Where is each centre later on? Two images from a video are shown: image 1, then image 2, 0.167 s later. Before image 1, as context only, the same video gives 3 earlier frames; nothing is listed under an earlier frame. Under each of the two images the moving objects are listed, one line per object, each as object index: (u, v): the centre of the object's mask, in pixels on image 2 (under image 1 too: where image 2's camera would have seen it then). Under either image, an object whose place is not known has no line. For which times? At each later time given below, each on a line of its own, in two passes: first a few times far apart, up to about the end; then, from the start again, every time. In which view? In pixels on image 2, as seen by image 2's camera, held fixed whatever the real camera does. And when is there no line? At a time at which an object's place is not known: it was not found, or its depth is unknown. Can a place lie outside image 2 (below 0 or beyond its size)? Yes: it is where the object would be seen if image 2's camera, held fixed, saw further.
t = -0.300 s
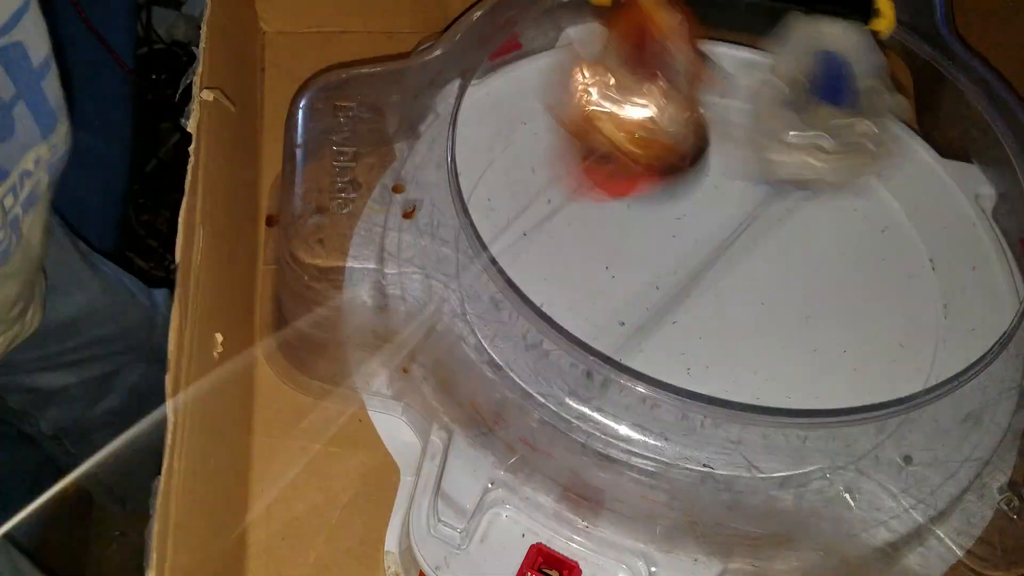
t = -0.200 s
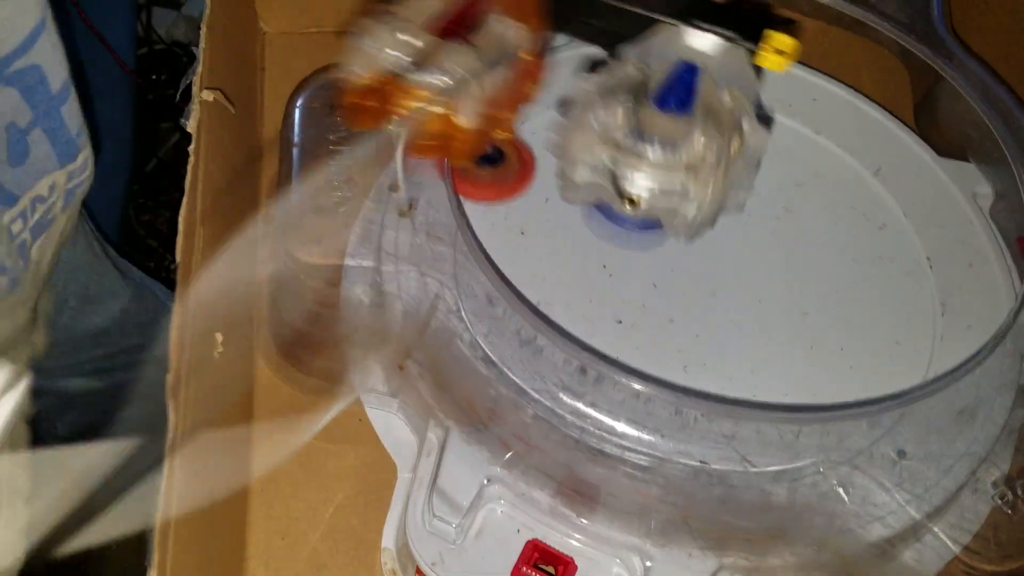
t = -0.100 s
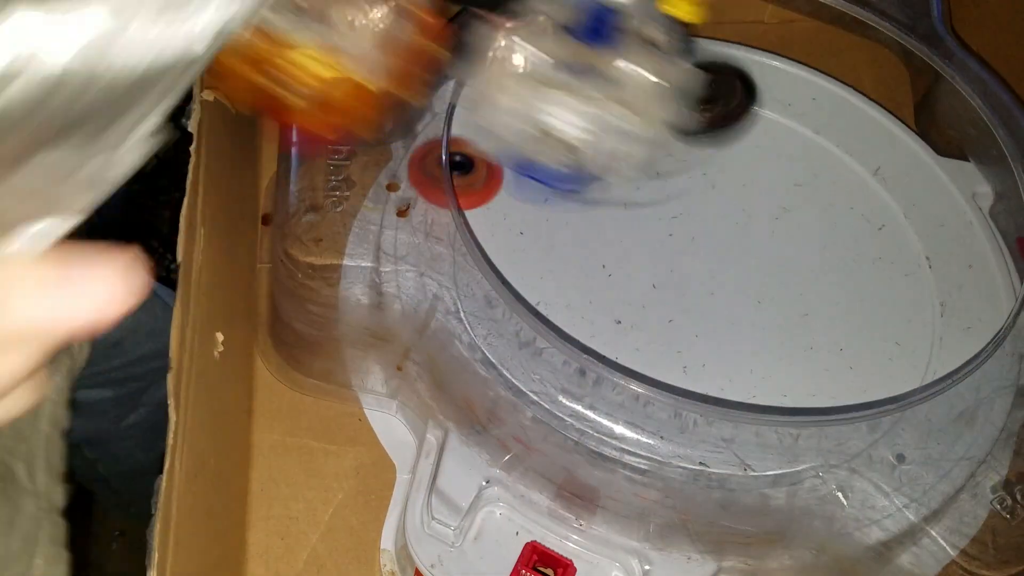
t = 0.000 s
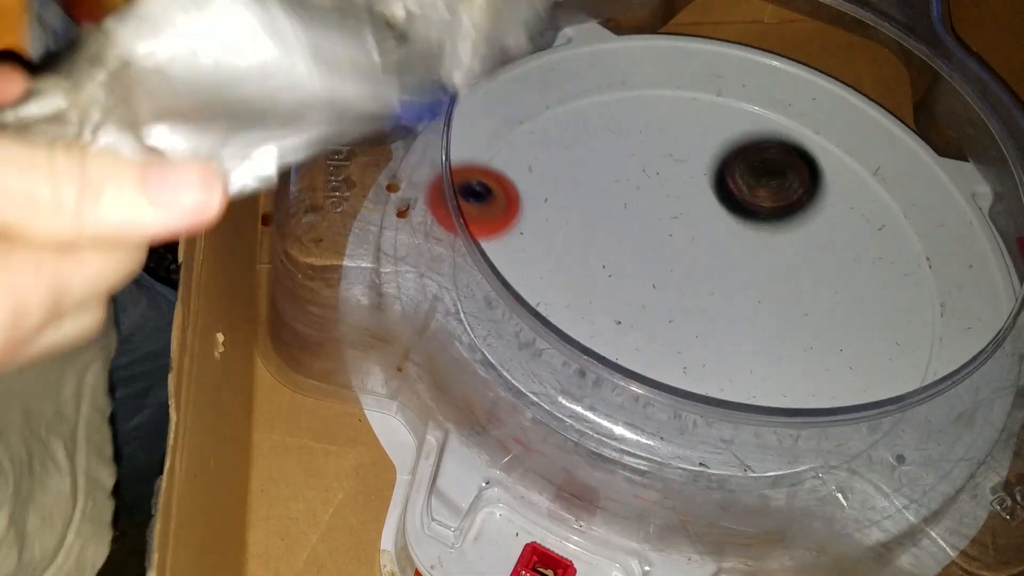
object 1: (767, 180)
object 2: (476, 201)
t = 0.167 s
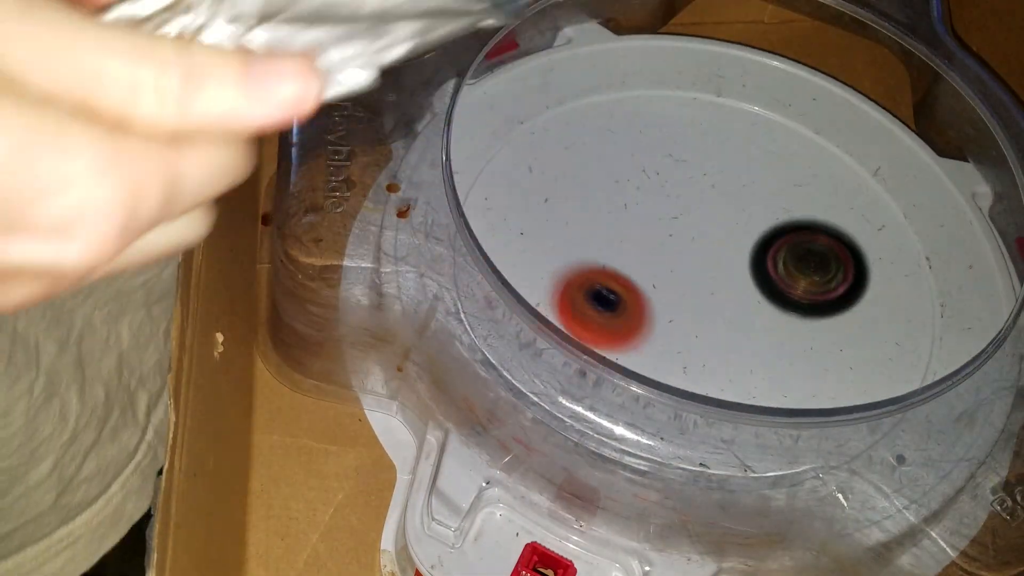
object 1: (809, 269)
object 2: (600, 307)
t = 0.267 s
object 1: (786, 278)
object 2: (685, 341)
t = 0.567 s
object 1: (808, 225)
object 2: (715, 291)
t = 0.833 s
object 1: (798, 236)
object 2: (615, 177)
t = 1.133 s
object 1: (747, 236)
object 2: (592, 297)
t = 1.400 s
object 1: (751, 196)
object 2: (713, 313)
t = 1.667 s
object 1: (747, 166)
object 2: (723, 280)
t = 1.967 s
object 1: (744, 164)
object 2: (721, 269)
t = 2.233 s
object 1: (718, 192)
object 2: (693, 294)
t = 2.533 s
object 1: (685, 205)
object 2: (739, 289)
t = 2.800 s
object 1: (653, 216)
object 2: (757, 285)
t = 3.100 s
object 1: (638, 241)
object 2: (738, 282)
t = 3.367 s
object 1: (631, 262)
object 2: (735, 296)
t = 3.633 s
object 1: (637, 281)
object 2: (749, 273)
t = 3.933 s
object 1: (644, 290)
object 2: (737, 260)
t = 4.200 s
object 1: (665, 292)
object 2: (743, 252)
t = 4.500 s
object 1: (666, 292)
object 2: (731, 236)
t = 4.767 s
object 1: (660, 292)
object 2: (741, 237)
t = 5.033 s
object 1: (649, 281)
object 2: (738, 244)
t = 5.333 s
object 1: (658, 263)
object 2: (752, 245)
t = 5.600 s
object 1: (658, 254)
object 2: (752, 247)
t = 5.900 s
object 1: (650, 252)
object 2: (746, 245)
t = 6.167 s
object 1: (648, 250)
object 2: (746, 258)
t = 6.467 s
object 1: (645, 247)
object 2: (754, 270)
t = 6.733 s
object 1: (651, 245)
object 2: (749, 273)
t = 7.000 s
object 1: (652, 240)
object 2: (749, 277)
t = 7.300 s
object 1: (648, 227)
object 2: (751, 282)
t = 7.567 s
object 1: (652, 214)
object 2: (741, 287)
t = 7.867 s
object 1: (668, 204)
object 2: (732, 287)
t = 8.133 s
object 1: (691, 209)
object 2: (710, 299)
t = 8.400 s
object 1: (717, 217)
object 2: (698, 307)
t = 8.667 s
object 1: (738, 224)
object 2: (689, 309)
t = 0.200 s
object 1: (804, 275)
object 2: (630, 325)
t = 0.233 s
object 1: (796, 277)
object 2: (659, 337)
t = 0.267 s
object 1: (786, 278)
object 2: (685, 341)
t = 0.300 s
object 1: (779, 272)
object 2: (707, 341)
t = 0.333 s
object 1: (786, 255)
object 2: (705, 349)
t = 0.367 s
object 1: (792, 241)
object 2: (704, 350)
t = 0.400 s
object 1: (794, 231)
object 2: (703, 350)
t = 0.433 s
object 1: (796, 226)
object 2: (705, 345)
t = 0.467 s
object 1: (798, 225)
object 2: (709, 336)
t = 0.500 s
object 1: (801, 224)
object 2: (712, 324)
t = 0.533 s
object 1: (804, 224)
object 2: (715, 309)
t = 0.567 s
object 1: (808, 225)
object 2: (715, 291)
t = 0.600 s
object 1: (810, 225)
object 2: (713, 270)
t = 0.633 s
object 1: (812, 226)
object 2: (706, 250)
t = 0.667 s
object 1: (813, 227)
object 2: (694, 231)
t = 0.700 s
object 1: (813, 229)
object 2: (680, 214)
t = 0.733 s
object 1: (811, 231)
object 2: (666, 200)
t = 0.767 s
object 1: (807, 233)
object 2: (648, 188)
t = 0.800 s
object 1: (803, 235)
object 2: (629, 181)
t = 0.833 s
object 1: (798, 236)
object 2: (615, 177)
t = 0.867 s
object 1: (793, 237)
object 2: (601, 176)
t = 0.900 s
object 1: (788, 237)
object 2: (587, 180)
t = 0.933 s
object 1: (783, 237)
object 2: (573, 187)
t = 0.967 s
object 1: (777, 238)
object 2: (561, 200)
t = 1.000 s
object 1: (771, 238)
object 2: (552, 216)
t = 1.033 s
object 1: (765, 237)
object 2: (549, 236)
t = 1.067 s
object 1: (760, 237)
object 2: (555, 259)
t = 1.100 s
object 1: (753, 237)
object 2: (572, 280)
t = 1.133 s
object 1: (747, 236)
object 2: (592, 297)
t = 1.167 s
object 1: (741, 236)
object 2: (618, 310)
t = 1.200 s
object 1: (735, 235)
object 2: (646, 316)
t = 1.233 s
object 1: (729, 234)
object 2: (674, 315)
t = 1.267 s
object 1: (731, 227)
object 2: (685, 318)
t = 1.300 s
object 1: (742, 214)
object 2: (685, 324)
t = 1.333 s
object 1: (747, 203)
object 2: (692, 325)
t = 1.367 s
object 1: (749, 198)
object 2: (702, 321)
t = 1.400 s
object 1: (751, 196)
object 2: (713, 313)
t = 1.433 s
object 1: (752, 197)
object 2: (721, 301)
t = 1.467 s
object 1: (752, 199)
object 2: (729, 286)
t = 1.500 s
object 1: (751, 189)
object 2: (731, 285)
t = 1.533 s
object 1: (748, 180)
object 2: (733, 284)
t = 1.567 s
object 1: (746, 177)
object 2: (732, 280)
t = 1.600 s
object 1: (745, 178)
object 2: (731, 272)
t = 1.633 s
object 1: (747, 176)
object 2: (727, 271)
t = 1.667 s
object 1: (747, 166)
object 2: (723, 280)
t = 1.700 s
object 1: (747, 162)
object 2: (720, 284)
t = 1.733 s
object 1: (747, 159)
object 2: (720, 286)
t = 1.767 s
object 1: (748, 158)
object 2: (721, 285)
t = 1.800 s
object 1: (749, 158)
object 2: (725, 284)
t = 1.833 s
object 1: (749, 158)
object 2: (729, 282)
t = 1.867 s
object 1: (749, 159)
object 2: (731, 281)
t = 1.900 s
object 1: (748, 160)
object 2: (729, 279)
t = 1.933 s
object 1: (746, 162)
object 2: (726, 274)
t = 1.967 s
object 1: (744, 164)
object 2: (721, 269)
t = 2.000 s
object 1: (741, 167)
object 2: (718, 267)
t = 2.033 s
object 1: (738, 169)
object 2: (711, 266)
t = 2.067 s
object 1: (734, 173)
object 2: (703, 266)
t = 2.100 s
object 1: (731, 176)
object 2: (695, 270)
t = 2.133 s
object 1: (727, 180)
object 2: (688, 275)
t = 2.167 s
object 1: (724, 184)
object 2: (687, 280)
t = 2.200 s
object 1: (721, 188)
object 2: (687, 288)
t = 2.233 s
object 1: (718, 192)
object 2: (693, 294)
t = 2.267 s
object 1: (715, 195)
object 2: (700, 298)
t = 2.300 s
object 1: (712, 199)
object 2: (712, 300)
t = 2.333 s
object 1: (710, 202)
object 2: (720, 299)
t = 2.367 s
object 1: (707, 204)
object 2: (725, 294)
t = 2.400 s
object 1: (702, 200)
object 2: (728, 298)
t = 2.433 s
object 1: (698, 199)
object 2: (730, 298)
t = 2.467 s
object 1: (693, 202)
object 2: (735, 295)
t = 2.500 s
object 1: (689, 205)
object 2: (736, 290)
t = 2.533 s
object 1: (685, 205)
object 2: (739, 289)
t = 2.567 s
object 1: (680, 205)
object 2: (737, 291)
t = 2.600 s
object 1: (676, 206)
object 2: (735, 289)
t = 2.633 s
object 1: (671, 208)
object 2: (735, 287)
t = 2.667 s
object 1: (665, 207)
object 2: (737, 288)
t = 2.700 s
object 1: (661, 208)
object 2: (742, 286)
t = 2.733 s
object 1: (657, 210)
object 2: (750, 285)
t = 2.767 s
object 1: (655, 213)
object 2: (754, 285)
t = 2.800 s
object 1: (653, 216)
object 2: (757, 285)
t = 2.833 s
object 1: (651, 218)
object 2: (754, 285)
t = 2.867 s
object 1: (650, 221)
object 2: (750, 286)
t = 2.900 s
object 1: (648, 224)
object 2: (741, 286)
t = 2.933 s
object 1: (647, 228)
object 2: (735, 285)
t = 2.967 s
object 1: (642, 230)
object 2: (735, 287)
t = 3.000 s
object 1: (640, 232)
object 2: (737, 288)
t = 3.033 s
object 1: (639, 236)
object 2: (736, 287)
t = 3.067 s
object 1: (638, 238)
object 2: (738, 284)
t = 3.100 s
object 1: (638, 241)
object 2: (738, 282)
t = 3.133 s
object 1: (637, 245)
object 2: (739, 281)
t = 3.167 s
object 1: (638, 248)
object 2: (742, 282)
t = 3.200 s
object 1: (638, 252)
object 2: (739, 284)
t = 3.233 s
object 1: (637, 254)
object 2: (738, 288)
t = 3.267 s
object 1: (634, 255)
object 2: (739, 293)
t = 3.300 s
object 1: (633, 258)
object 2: (738, 296)
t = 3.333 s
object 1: (634, 261)
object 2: (732, 296)
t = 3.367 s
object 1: (631, 262)
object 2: (735, 296)
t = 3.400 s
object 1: (628, 264)
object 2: (742, 295)
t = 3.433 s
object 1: (628, 266)
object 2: (748, 289)
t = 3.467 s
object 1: (629, 269)
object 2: (753, 284)
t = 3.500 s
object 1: (630, 272)
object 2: (757, 279)
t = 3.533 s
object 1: (631, 274)
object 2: (759, 274)
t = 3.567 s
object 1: (632, 277)
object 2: (759, 272)
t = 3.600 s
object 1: (634, 279)
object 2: (754, 272)
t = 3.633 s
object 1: (637, 281)
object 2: (749, 273)
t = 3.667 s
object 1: (640, 283)
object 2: (743, 274)
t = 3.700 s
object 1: (642, 285)
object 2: (737, 276)
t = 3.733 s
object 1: (635, 286)
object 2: (745, 276)
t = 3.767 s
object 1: (632, 288)
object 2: (751, 275)
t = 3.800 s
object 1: (633, 288)
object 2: (751, 273)
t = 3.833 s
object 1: (635, 289)
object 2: (751, 270)
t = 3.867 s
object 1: (638, 289)
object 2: (747, 266)
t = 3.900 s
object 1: (641, 290)
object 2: (742, 263)
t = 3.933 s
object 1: (644, 290)
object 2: (737, 260)
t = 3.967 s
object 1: (648, 290)
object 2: (733, 257)
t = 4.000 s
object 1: (651, 290)
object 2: (731, 254)
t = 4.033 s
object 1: (652, 291)
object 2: (730, 252)
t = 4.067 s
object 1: (655, 291)
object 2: (731, 250)
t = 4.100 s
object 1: (658, 291)
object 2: (733, 250)
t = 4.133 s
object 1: (660, 292)
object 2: (736, 251)
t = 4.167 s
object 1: (662, 292)
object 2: (741, 251)
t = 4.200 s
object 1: (665, 292)
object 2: (743, 252)
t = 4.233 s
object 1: (668, 292)
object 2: (744, 253)
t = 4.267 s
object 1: (666, 293)
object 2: (748, 252)
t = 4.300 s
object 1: (665, 294)
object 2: (749, 250)
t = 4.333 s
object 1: (665, 293)
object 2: (747, 249)
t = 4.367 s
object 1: (666, 293)
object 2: (743, 247)
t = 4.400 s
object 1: (666, 292)
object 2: (737, 246)
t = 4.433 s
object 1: (667, 292)
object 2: (734, 243)
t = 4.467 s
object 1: (666, 293)
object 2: (732, 239)
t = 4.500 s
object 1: (666, 292)
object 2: (731, 236)
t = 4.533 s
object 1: (666, 291)
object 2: (731, 234)
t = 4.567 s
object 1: (666, 290)
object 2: (730, 234)
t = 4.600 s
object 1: (667, 289)
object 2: (731, 235)
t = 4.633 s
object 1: (668, 288)
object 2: (730, 236)
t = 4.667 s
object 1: (666, 290)
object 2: (733, 236)
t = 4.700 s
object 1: (664, 292)
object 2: (737, 235)
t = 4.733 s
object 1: (662, 292)
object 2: (740, 235)
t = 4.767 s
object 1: (660, 292)
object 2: (741, 237)
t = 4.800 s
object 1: (659, 291)
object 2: (740, 239)
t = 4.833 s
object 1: (658, 291)
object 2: (737, 241)
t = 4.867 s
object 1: (657, 290)
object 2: (733, 244)
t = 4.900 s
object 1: (657, 288)
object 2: (729, 245)
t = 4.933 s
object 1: (654, 287)
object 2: (730, 245)
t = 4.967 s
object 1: (651, 285)
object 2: (735, 245)
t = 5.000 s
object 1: (650, 283)
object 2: (737, 244)
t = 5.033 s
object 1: (649, 281)
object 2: (738, 244)
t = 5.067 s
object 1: (649, 279)
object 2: (738, 244)
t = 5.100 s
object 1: (649, 277)
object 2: (738, 244)
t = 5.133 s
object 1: (650, 274)
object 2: (737, 242)
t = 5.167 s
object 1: (652, 272)
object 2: (736, 242)
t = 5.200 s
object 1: (653, 270)
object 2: (737, 241)
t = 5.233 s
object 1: (653, 269)
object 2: (740, 241)
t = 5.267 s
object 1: (654, 267)
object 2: (747, 242)
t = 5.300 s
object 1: (656, 265)
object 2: (751, 243)
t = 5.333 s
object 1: (658, 263)
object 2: (752, 245)
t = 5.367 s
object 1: (660, 261)
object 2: (751, 246)
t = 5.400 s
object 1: (657, 261)
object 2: (756, 245)
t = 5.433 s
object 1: (656, 261)
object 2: (761, 244)
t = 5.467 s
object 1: (655, 260)
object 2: (765, 244)
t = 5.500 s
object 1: (655, 258)
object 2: (766, 245)
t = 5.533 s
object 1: (656, 257)
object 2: (761, 246)
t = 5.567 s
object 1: (657, 255)
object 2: (757, 247)
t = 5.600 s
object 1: (658, 254)
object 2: (752, 247)
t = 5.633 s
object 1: (656, 255)
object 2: (753, 245)
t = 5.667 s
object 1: (653, 255)
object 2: (756, 242)
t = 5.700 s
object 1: (652, 255)
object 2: (756, 241)
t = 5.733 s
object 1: (651, 254)
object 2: (757, 241)
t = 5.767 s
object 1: (651, 253)
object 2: (755, 241)
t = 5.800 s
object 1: (651, 252)
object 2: (751, 242)
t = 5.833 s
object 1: (651, 252)
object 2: (747, 243)
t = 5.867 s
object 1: (651, 251)
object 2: (745, 244)
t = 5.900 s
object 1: (650, 252)
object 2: (746, 245)
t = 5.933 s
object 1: (650, 251)
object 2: (747, 247)
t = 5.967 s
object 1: (650, 251)
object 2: (747, 248)
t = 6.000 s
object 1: (650, 251)
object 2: (746, 249)
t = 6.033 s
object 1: (649, 251)
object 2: (746, 251)
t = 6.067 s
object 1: (648, 251)
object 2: (748, 253)
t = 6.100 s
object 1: (648, 251)
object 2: (748, 255)
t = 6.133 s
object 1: (648, 250)
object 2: (747, 256)
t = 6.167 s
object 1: (648, 250)
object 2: (746, 258)
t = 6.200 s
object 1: (647, 250)
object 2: (745, 259)
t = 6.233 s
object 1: (647, 250)
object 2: (749, 261)
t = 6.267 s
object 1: (646, 249)
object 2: (749, 262)
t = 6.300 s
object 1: (646, 249)
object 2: (748, 263)
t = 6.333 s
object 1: (647, 248)
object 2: (747, 264)
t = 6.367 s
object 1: (647, 248)
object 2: (746, 265)
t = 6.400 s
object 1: (647, 248)
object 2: (748, 266)
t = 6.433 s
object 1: (645, 247)
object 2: (752, 268)
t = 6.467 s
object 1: (645, 247)
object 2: (754, 270)
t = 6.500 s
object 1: (645, 246)
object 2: (754, 270)
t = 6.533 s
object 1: (645, 247)
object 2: (753, 271)
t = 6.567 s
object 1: (647, 246)
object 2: (752, 271)
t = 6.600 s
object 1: (648, 246)
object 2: (748, 271)
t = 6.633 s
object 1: (649, 246)
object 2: (748, 272)
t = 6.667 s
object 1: (649, 245)
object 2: (748, 272)
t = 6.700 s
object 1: (651, 245)
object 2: (750, 273)
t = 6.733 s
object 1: (651, 245)
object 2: (749, 273)
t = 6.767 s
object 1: (651, 245)
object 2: (753, 274)
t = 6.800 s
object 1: (652, 244)
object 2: (752, 276)
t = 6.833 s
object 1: (653, 244)
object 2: (751, 276)
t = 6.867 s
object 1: (651, 243)
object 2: (753, 277)
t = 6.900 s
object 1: (650, 242)
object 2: (754, 277)
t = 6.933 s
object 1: (650, 241)
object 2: (753, 278)
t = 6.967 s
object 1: (651, 240)
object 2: (753, 277)
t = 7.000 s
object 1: (652, 240)
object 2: (749, 277)
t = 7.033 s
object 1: (651, 239)
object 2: (749, 277)
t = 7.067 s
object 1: (649, 237)
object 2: (752, 278)
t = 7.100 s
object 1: (649, 236)
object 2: (753, 278)
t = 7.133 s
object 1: (648, 234)
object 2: (752, 278)
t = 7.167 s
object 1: (649, 233)
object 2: (749, 278)
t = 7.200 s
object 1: (651, 232)
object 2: (746, 277)
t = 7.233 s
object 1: (652, 231)
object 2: (743, 277)
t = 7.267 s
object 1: (649, 229)
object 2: (746, 279)
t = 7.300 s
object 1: (648, 227)
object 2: (751, 282)
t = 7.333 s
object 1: (648, 225)
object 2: (750, 284)
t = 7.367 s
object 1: (648, 223)
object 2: (749, 285)
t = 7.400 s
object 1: (649, 222)
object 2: (746, 284)
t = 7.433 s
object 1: (650, 221)
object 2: (743, 283)
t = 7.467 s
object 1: (652, 220)
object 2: (740, 282)
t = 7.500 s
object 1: (654, 220)
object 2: (737, 281)
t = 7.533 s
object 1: (656, 219)
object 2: (736, 281)
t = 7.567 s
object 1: (652, 214)
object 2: (741, 287)
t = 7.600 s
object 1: (651, 211)
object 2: (746, 291)
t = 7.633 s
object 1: (652, 209)
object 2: (746, 293)
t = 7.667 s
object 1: (653, 207)
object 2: (744, 293)
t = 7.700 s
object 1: (654, 205)
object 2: (742, 293)
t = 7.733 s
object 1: (656, 204)
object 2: (741, 291)
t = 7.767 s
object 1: (659, 203)
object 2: (739, 290)
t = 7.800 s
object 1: (662, 203)
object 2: (737, 288)
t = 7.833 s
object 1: (665, 203)
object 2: (736, 287)
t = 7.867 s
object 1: (668, 204)
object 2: (732, 287)
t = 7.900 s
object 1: (671, 206)
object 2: (729, 285)
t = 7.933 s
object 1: (674, 206)
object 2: (725, 286)
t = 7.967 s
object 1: (676, 205)
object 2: (723, 289)
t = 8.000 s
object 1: (679, 206)
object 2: (720, 290)
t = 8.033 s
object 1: (682, 207)
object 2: (717, 293)
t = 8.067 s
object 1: (685, 208)
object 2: (714, 295)
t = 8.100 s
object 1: (688, 208)
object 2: (711, 297)
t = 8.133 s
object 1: (691, 209)
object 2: (710, 299)
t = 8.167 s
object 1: (695, 210)
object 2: (706, 300)
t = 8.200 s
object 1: (698, 212)
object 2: (704, 301)
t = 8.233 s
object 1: (701, 211)
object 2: (701, 304)
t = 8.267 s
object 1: (704, 212)
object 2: (701, 306)
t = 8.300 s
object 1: (707, 213)
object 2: (700, 308)
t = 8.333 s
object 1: (711, 214)
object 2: (699, 308)
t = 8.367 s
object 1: (714, 215)
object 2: (699, 308)
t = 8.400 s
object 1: (717, 217)
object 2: (698, 307)
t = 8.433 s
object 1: (720, 220)
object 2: (697, 307)
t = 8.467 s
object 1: (723, 221)
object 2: (697, 305)
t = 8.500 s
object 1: (725, 221)
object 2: (694, 307)
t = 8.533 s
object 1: (728, 223)
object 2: (693, 307)
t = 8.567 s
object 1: (731, 224)
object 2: (692, 306)
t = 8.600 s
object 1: (733, 225)
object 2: (690, 304)
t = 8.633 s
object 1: (735, 226)
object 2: (690, 304)
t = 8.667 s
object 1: (738, 224)
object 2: (689, 309)
